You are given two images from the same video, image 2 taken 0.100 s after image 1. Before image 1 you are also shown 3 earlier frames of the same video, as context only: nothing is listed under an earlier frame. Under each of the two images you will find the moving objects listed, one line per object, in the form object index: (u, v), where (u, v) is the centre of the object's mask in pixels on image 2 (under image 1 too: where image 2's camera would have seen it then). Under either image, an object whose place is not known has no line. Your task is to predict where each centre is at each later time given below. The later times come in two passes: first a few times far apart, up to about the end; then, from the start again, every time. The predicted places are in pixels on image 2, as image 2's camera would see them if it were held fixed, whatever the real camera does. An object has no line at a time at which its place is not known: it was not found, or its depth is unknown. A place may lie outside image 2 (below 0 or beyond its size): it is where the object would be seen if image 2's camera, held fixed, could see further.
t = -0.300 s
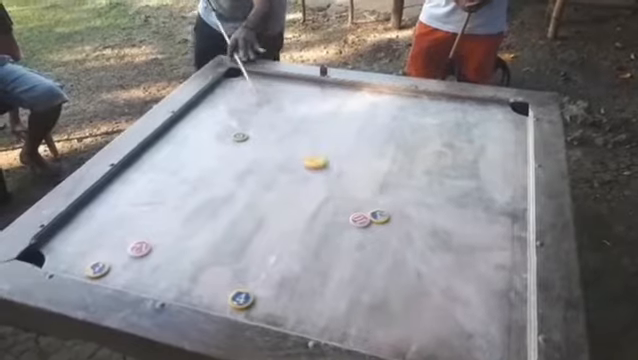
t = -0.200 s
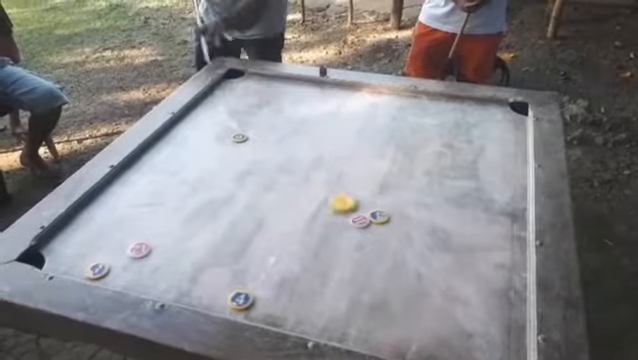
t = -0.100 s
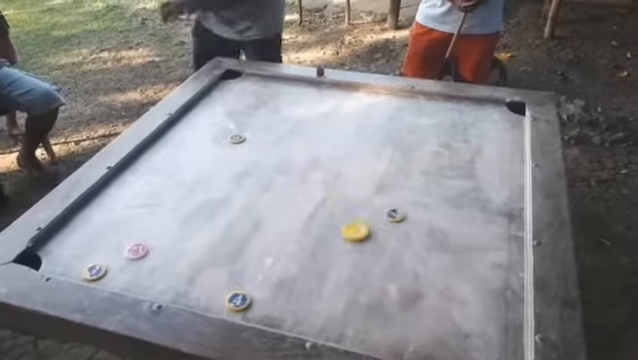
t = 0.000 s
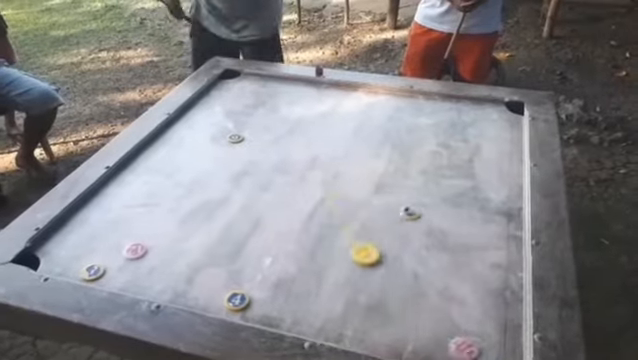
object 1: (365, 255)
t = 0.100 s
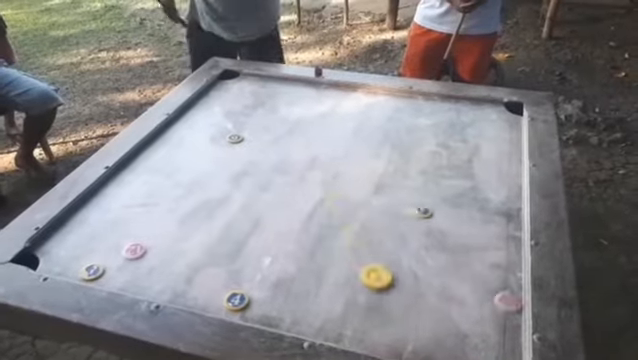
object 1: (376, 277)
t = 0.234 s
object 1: (391, 306)
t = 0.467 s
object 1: (405, 339)
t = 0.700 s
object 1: (406, 340)
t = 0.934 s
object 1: (406, 340)
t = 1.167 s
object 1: (407, 340)
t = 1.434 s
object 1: (407, 338)
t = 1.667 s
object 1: (407, 337)
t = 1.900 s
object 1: (407, 338)
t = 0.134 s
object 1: (380, 285)
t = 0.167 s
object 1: (384, 292)
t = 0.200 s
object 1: (388, 300)
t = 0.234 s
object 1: (391, 306)
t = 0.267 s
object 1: (394, 313)
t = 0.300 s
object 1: (396, 319)
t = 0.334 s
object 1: (399, 325)
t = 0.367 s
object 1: (401, 330)
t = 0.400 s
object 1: (403, 333)
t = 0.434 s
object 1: (404, 337)
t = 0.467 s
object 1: (405, 339)
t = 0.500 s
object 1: (406, 340)
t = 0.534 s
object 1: (406, 340)
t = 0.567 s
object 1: (406, 340)
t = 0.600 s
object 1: (406, 340)
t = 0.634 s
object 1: (406, 340)
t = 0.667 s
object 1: (406, 340)
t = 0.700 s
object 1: (406, 340)
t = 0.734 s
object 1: (406, 340)
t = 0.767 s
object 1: (406, 339)
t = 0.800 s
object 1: (406, 339)
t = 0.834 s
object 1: (406, 339)
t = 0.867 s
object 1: (406, 339)
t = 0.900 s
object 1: (406, 339)
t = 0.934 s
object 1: (406, 340)
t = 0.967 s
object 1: (406, 340)
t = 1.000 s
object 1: (406, 340)
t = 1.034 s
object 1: (407, 340)
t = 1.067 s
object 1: (407, 340)
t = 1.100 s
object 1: (407, 340)
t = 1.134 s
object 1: (407, 340)
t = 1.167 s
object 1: (407, 340)
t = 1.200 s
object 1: (407, 340)
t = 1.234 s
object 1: (407, 340)
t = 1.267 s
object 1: (407, 339)
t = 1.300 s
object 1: (407, 339)
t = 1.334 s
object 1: (407, 339)
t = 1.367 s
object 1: (407, 339)
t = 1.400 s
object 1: (407, 338)
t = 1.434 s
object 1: (407, 338)
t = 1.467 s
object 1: (407, 338)
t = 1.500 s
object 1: (407, 337)
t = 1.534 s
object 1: (407, 337)
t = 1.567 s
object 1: (407, 337)
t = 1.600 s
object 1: (407, 337)
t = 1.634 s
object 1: (407, 337)
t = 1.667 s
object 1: (407, 337)
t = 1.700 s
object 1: (407, 337)
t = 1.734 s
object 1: (407, 337)
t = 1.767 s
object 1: (407, 337)
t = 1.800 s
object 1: (407, 337)
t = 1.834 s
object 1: (407, 338)
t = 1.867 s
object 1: (407, 338)
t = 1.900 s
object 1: (407, 338)
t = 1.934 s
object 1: (407, 338)
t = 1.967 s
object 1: (408, 338)
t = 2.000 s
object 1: (408, 338)
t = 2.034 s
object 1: (408, 338)
